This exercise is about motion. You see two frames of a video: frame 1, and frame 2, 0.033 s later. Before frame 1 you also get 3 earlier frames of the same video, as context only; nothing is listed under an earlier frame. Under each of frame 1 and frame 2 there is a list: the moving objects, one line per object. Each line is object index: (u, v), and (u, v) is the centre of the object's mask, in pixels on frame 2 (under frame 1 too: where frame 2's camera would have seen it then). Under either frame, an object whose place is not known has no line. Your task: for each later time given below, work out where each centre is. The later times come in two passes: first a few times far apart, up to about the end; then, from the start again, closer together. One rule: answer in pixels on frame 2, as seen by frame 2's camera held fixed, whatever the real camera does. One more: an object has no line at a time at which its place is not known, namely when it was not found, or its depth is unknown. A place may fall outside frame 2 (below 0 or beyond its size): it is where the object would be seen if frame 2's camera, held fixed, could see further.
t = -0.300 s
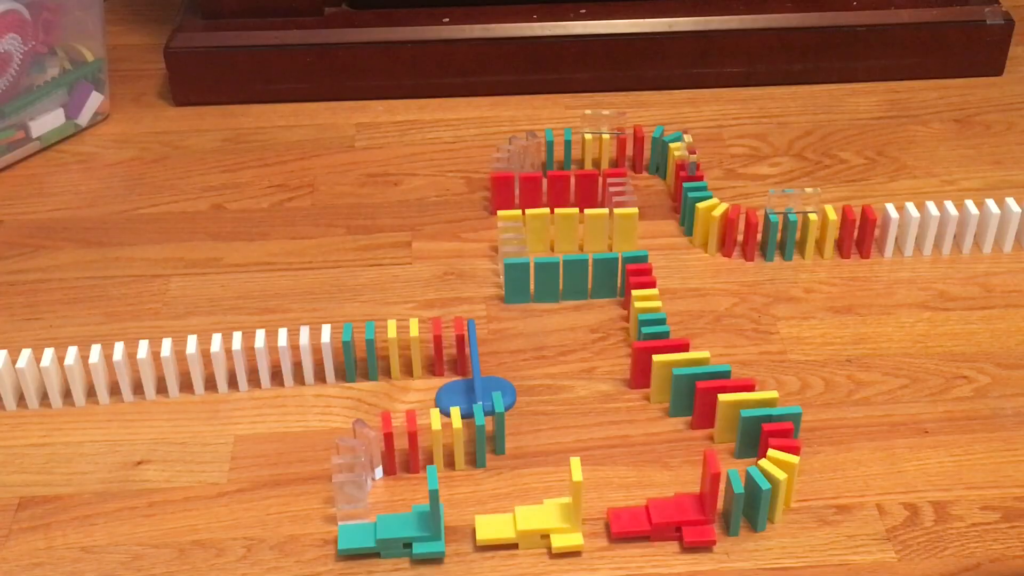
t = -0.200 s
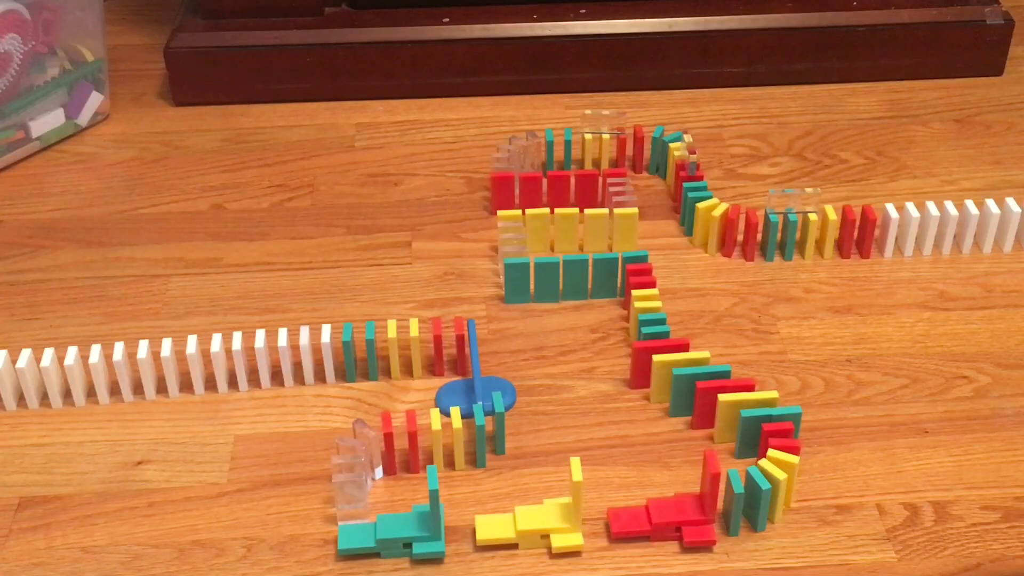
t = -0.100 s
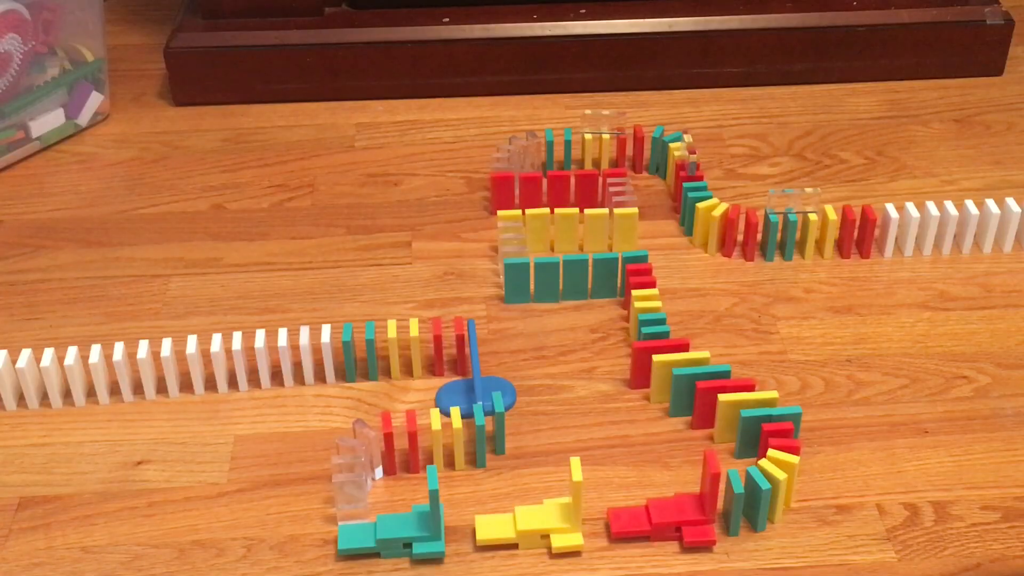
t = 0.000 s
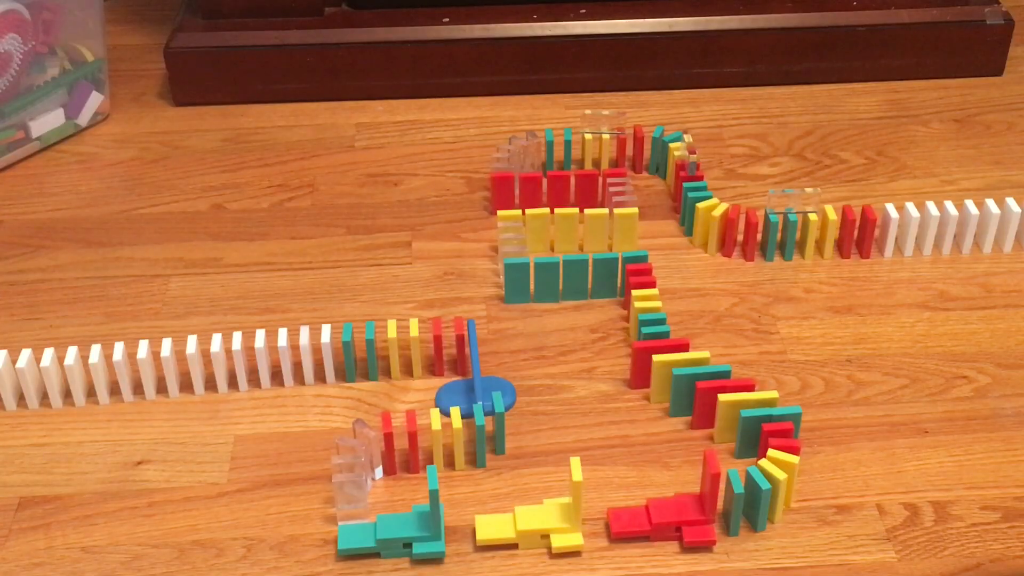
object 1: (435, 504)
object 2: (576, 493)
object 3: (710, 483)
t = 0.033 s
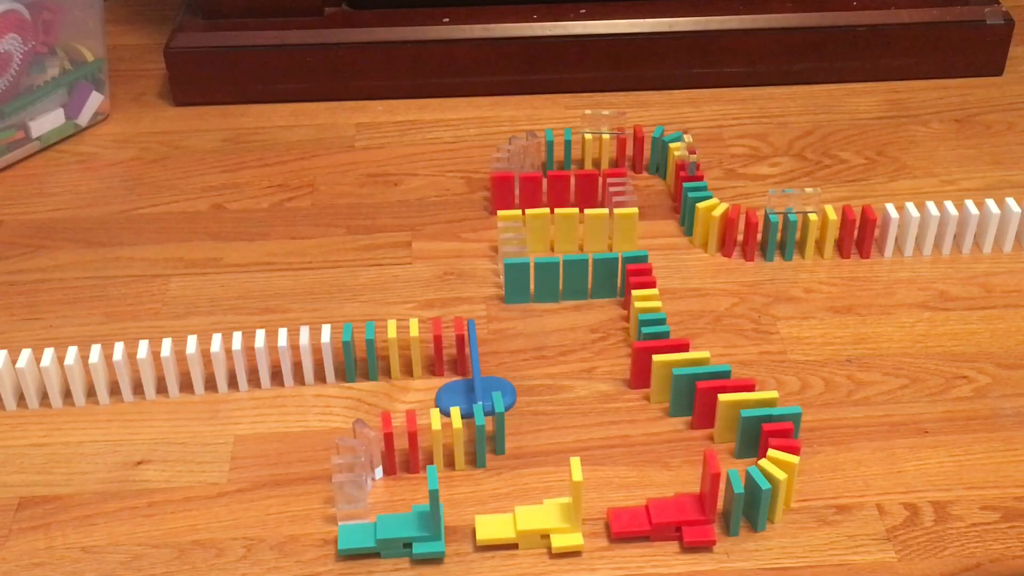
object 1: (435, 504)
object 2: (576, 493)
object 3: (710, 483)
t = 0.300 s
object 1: (435, 504)
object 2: (576, 493)
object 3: (710, 483)
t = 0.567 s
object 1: (435, 504)
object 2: (576, 493)
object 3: (710, 483)
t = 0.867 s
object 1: (435, 504)
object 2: (576, 493)
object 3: (710, 483)
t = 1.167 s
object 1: (435, 504)
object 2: (576, 493)
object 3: (710, 483)
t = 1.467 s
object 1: (436, 503)
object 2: (576, 493)
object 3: (710, 483)
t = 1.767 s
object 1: (479, 515)
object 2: (583, 492)
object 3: (710, 483)
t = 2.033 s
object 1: (475, 507)
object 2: (612, 524)
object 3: (723, 483)
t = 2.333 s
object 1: (475, 507)
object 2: (611, 524)
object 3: (745, 513)
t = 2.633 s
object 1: (475, 507)
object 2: (611, 524)
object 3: (745, 513)
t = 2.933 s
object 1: (475, 507)
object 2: (611, 524)
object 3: (745, 513)
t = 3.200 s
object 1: (475, 507)
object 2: (611, 524)
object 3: (745, 513)
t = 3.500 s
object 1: (475, 507)
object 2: (611, 524)
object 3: (745, 513)
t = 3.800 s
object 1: (475, 507)
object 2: (611, 524)
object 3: (745, 513)
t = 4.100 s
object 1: (475, 507)
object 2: (611, 524)
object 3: (745, 513)
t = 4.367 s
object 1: (475, 507)
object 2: (611, 524)
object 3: (745, 513)
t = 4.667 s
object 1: (475, 507)
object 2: (611, 524)
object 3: (745, 513)
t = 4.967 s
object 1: (475, 507)
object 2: (611, 524)
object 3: (745, 513)
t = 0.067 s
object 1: (435, 504)
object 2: (576, 493)
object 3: (710, 483)
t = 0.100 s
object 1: (435, 504)
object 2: (576, 493)
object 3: (710, 483)
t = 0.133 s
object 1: (435, 504)
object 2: (576, 493)
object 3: (710, 483)
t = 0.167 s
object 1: (435, 504)
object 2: (576, 493)
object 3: (710, 483)
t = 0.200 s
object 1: (435, 504)
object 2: (576, 493)
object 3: (710, 483)
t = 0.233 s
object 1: (435, 504)
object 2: (576, 493)
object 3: (710, 483)
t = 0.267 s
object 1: (435, 504)
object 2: (576, 493)
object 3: (710, 483)
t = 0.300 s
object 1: (435, 504)
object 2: (576, 493)
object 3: (710, 483)
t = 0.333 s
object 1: (435, 504)
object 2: (576, 493)
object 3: (710, 483)
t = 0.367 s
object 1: (435, 504)
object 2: (576, 493)
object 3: (710, 483)
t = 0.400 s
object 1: (435, 504)
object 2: (576, 493)
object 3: (710, 483)
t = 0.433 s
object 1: (435, 504)
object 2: (576, 493)
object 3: (710, 483)
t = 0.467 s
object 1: (435, 504)
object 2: (576, 493)
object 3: (710, 483)
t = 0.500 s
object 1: (435, 504)
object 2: (576, 493)
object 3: (710, 483)
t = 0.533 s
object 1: (435, 504)
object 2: (576, 493)
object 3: (710, 483)
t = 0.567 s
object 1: (435, 504)
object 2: (576, 493)
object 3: (710, 483)
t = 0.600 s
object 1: (435, 504)
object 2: (576, 493)
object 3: (710, 483)
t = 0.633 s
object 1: (435, 504)
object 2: (576, 493)
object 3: (710, 483)
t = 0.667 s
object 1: (435, 504)
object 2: (576, 493)
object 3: (710, 483)
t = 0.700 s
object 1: (435, 504)
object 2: (576, 493)
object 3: (710, 483)
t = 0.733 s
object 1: (435, 505)
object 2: (576, 493)
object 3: (710, 483)
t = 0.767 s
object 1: (435, 504)
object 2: (576, 493)
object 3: (710, 483)
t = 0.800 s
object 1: (435, 505)
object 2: (576, 493)
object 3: (710, 483)
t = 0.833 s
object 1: (435, 504)
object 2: (576, 493)
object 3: (710, 483)
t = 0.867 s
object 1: (435, 504)
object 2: (576, 493)
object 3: (710, 483)
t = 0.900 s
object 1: (435, 505)
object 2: (576, 493)
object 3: (710, 483)
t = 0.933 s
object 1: (435, 505)
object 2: (576, 493)
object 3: (710, 483)
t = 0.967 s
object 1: (435, 505)
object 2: (576, 493)
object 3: (710, 483)
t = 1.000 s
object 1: (435, 504)
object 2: (576, 493)
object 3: (710, 483)
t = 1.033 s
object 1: (435, 504)
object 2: (576, 493)
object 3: (710, 483)
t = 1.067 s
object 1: (435, 504)
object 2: (576, 493)
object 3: (710, 483)
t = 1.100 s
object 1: (435, 504)
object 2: (576, 493)
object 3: (710, 483)
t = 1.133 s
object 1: (435, 505)
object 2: (576, 493)
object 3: (710, 483)
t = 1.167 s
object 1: (435, 504)
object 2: (576, 493)
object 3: (710, 483)
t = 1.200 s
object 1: (435, 505)
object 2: (576, 493)
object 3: (710, 483)
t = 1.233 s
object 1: (435, 505)
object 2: (576, 493)
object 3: (710, 483)
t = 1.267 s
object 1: (435, 504)
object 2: (576, 493)
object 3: (710, 483)
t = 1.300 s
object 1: (435, 504)
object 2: (576, 493)
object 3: (710, 483)
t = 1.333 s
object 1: (435, 505)
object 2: (576, 493)
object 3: (710, 483)
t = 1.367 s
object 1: (435, 505)
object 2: (576, 493)
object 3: (710, 483)
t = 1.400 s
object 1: (435, 504)
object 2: (576, 493)
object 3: (710, 483)
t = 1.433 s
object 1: (435, 504)
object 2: (576, 493)
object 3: (710, 483)
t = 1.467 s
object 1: (436, 503)
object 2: (576, 493)
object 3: (710, 483)
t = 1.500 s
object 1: (438, 501)
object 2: (576, 493)
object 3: (710, 483)
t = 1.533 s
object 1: (441, 500)
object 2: (576, 493)
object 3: (710, 483)
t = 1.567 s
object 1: (446, 498)
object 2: (576, 493)
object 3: (710, 483)
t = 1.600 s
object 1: (453, 500)
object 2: (576, 493)
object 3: (710, 483)
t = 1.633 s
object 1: (463, 508)
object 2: (576, 493)
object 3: (710, 483)
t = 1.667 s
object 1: (475, 517)
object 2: (576, 492)
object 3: (710, 483)
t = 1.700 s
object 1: (480, 515)
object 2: (577, 492)
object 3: (710, 483)
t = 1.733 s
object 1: (482, 518)
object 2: (579, 493)
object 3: (710, 483)
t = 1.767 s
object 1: (479, 515)
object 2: (583, 492)
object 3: (710, 483)
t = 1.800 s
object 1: (477, 512)
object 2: (588, 493)
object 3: (710, 483)
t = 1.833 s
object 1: (476, 509)
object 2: (595, 494)
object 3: (710, 483)
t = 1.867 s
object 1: (475, 508)
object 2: (605, 501)
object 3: (710, 483)
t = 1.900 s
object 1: (475, 507)
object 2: (614, 515)
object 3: (710, 483)
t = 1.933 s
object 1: (475, 507)
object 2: (612, 520)
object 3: (711, 481)
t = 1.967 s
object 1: (475, 507)
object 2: (611, 521)
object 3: (714, 481)
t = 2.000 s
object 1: (475, 507)
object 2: (611, 523)
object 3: (718, 482)
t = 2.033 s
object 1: (475, 507)
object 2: (612, 524)
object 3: (723, 483)
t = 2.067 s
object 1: (475, 507)
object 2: (612, 524)
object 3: (727, 483)
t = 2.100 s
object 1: (475, 507)
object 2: (612, 524)
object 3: (732, 484)
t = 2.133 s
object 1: (475, 507)
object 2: (611, 524)
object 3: (737, 486)
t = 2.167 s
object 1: (475, 507)
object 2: (611, 524)
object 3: (742, 490)
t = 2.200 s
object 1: (475, 507)
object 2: (611, 524)
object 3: (741, 497)
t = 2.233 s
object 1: (475, 507)
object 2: (611, 524)
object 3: (743, 504)
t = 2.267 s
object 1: (475, 507)
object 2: (611, 524)
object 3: (744, 508)
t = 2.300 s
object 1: (475, 507)
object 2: (611, 524)
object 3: (745, 511)
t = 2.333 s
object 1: (475, 507)
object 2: (611, 524)
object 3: (745, 513)
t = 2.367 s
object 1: (475, 507)
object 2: (611, 524)
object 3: (745, 513)
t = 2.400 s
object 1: (475, 507)
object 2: (611, 524)
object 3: (745, 513)
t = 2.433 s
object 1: (475, 507)
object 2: (611, 524)
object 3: (745, 513)
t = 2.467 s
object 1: (475, 507)
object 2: (611, 524)
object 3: (745, 513)
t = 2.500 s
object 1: (475, 507)
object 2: (611, 524)
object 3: (745, 513)
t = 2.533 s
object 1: (475, 507)
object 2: (611, 524)
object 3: (745, 513)
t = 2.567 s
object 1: (475, 507)
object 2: (611, 524)
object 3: (745, 513)
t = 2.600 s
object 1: (475, 507)
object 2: (611, 524)
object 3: (745, 513)
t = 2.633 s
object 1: (475, 507)
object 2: (611, 524)
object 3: (745, 513)
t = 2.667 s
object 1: (475, 507)
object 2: (611, 524)
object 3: (745, 513)
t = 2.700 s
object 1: (475, 507)
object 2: (611, 524)
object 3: (745, 513)
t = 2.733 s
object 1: (475, 507)
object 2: (611, 524)
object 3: (745, 513)
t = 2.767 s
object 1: (475, 507)
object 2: (611, 524)
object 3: (745, 513)
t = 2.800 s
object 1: (475, 507)
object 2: (611, 524)
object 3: (745, 513)
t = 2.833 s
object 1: (475, 507)
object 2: (611, 524)
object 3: (745, 513)
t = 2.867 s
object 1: (475, 507)
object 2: (611, 524)
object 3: (745, 513)
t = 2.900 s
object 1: (475, 507)
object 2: (611, 524)
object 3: (745, 513)
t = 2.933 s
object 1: (475, 507)
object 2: (611, 524)
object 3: (745, 513)
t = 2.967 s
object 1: (475, 507)
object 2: (611, 524)
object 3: (745, 513)
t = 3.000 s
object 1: (475, 507)
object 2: (611, 524)
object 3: (745, 513)
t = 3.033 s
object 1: (475, 507)
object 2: (611, 524)
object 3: (745, 513)
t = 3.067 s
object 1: (475, 507)
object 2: (611, 524)
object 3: (745, 513)
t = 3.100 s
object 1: (475, 507)
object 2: (611, 524)
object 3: (745, 513)
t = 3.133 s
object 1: (475, 507)
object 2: (611, 524)
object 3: (745, 513)
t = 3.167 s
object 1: (475, 507)
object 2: (611, 524)
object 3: (745, 513)
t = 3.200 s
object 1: (475, 507)
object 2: (611, 524)
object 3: (745, 513)
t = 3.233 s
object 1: (475, 507)
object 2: (611, 524)
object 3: (745, 513)
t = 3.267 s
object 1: (475, 507)
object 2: (611, 523)
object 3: (745, 513)
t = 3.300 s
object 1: (475, 507)
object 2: (611, 524)
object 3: (745, 513)
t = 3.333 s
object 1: (475, 507)
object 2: (611, 524)
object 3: (745, 513)
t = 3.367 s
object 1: (475, 507)
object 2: (611, 524)
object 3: (745, 513)
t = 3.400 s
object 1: (475, 507)
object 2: (611, 524)
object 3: (745, 513)
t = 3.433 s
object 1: (475, 507)
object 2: (611, 524)
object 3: (745, 513)
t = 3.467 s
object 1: (475, 507)
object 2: (611, 524)
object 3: (745, 513)
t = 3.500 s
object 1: (475, 507)
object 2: (611, 524)
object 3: (745, 513)
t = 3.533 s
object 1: (475, 507)
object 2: (611, 524)
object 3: (745, 513)
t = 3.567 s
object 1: (475, 507)
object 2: (611, 524)
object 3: (745, 513)
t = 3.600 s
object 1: (475, 507)
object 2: (611, 524)
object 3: (745, 513)
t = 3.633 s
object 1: (475, 507)
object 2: (611, 524)
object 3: (745, 513)
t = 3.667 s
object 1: (475, 507)
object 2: (611, 524)
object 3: (745, 513)
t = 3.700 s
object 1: (475, 507)
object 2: (611, 524)
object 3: (745, 513)
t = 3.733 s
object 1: (475, 507)
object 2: (611, 524)
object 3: (745, 513)
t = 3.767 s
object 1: (475, 507)
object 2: (611, 524)
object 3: (745, 513)
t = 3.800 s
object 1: (475, 507)
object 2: (611, 524)
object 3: (745, 513)
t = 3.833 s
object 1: (475, 507)
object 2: (611, 524)
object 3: (745, 513)
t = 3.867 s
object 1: (475, 507)
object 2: (611, 524)
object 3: (745, 513)
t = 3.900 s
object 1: (475, 507)
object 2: (611, 523)
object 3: (745, 513)
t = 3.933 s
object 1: (475, 507)
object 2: (611, 523)
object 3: (745, 513)
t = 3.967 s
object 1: (475, 507)
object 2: (611, 523)
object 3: (745, 513)
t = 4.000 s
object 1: (475, 507)
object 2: (611, 523)
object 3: (745, 513)
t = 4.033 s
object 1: (475, 507)
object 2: (611, 523)
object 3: (745, 513)
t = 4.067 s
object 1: (475, 507)
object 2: (611, 523)
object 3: (745, 513)
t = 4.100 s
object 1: (475, 507)
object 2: (611, 524)
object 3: (745, 513)
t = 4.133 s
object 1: (475, 507)
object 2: (611, 524)
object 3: (745, 513)
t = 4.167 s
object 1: (475, 507)
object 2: (611, 524)
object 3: (745, 513)
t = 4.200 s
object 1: (475, 507)
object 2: (611, 524)
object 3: (745, 513)
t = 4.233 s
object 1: (475, 507)
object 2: (611, 524)
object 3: (745, 513)
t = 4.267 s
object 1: (475, 507)
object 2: (611, 523)
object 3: (745, 513)
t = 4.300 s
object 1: (475, 507)
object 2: (611, 524)
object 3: (745, 513)
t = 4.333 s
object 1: (475, 507)
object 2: (611, 523)
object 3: (745, 513)
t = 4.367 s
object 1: (475, 507)
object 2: (611, 524)
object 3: (745, 513)
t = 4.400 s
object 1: (475, 507)
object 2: (611, 524)
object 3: (745, 513)
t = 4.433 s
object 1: (475, 507)
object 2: (611, 524)
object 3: (745, 513)
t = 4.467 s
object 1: (475, 507)
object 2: (611, 524)
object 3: (745, 513)
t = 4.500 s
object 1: (475, 507)
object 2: (611, 524)
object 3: (745, 513)
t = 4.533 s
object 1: (475, 507)
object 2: (611, 524)
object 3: (745, 513)
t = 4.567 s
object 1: (475, 507)
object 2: (611, 524)
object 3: (745, 513)
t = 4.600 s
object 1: (475, 507)
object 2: (611, 524)
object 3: (745, 513)
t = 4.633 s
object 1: (475, 507)
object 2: (611, 524)
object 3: (745, 513)
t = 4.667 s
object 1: (475, 507)
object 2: (611, 524)
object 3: (745, 513)
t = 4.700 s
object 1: (475, 507)
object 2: (611, 524)
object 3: (745, 513)
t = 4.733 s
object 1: (475, 507)
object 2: (611, 524)
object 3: (745, 513)
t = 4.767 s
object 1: (475, 507)
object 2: (611, 524)
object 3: (745, 513)
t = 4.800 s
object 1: (475, 507)
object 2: (611, 524)
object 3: (745, 513)
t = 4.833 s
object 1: (475, 507)
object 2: (611, 524)
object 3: (745, 513)
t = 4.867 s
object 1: (475, 507)
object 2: (611, 524)
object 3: (745, 513)
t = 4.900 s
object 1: (475, 507)
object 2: (611, 524)
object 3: (745, 513)
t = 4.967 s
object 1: (475, 507)
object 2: (611, 524)
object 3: (745, 513)
